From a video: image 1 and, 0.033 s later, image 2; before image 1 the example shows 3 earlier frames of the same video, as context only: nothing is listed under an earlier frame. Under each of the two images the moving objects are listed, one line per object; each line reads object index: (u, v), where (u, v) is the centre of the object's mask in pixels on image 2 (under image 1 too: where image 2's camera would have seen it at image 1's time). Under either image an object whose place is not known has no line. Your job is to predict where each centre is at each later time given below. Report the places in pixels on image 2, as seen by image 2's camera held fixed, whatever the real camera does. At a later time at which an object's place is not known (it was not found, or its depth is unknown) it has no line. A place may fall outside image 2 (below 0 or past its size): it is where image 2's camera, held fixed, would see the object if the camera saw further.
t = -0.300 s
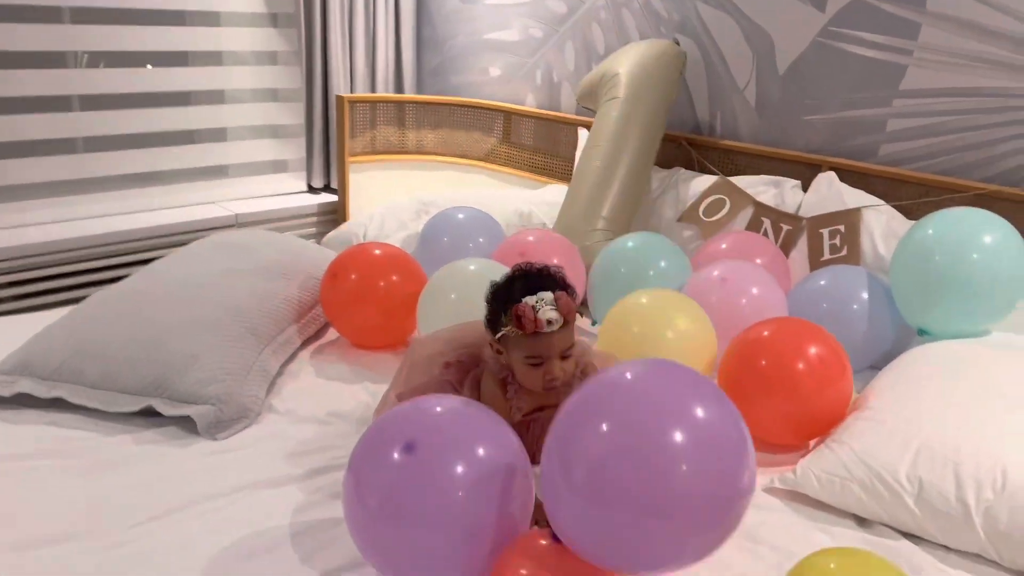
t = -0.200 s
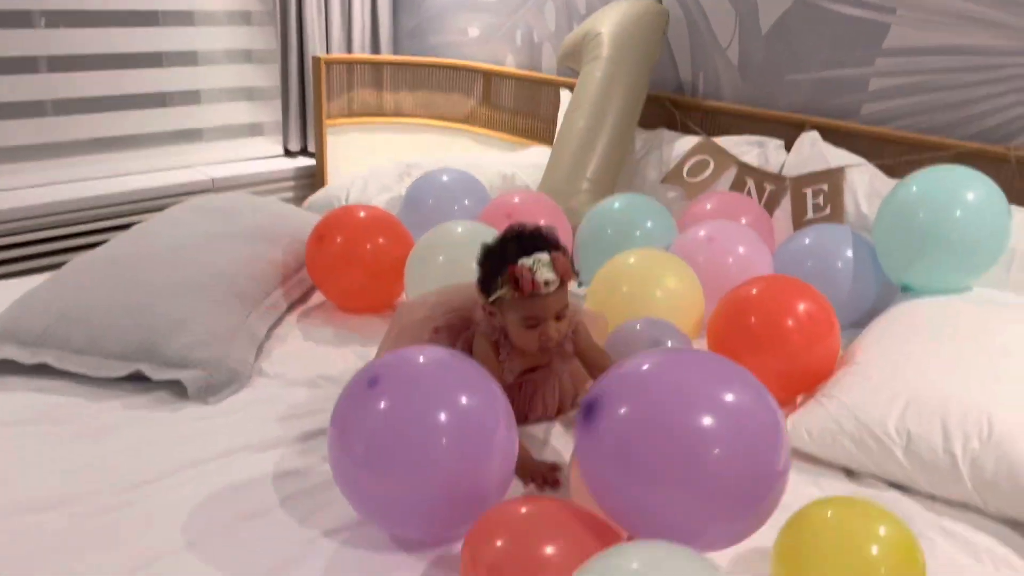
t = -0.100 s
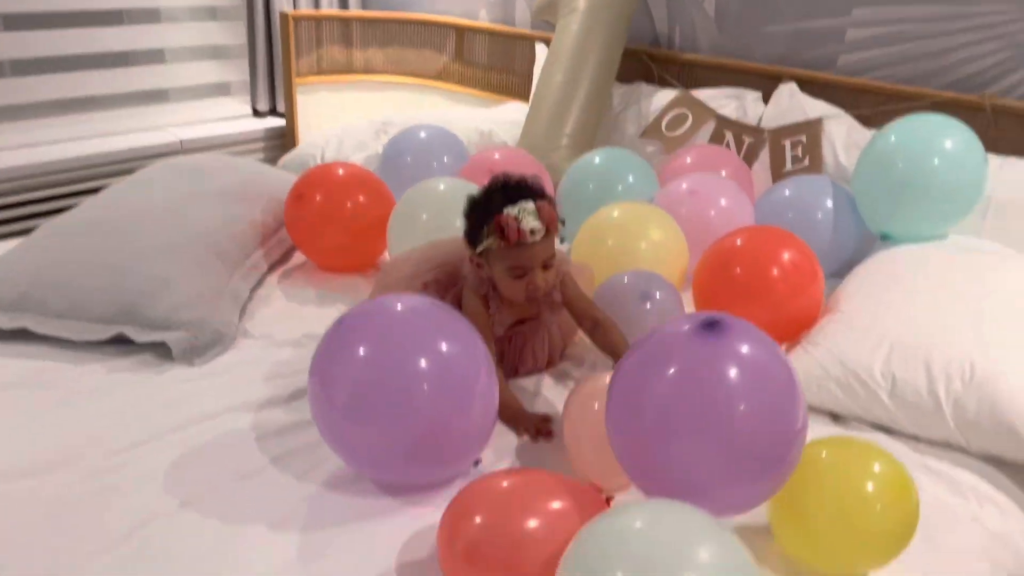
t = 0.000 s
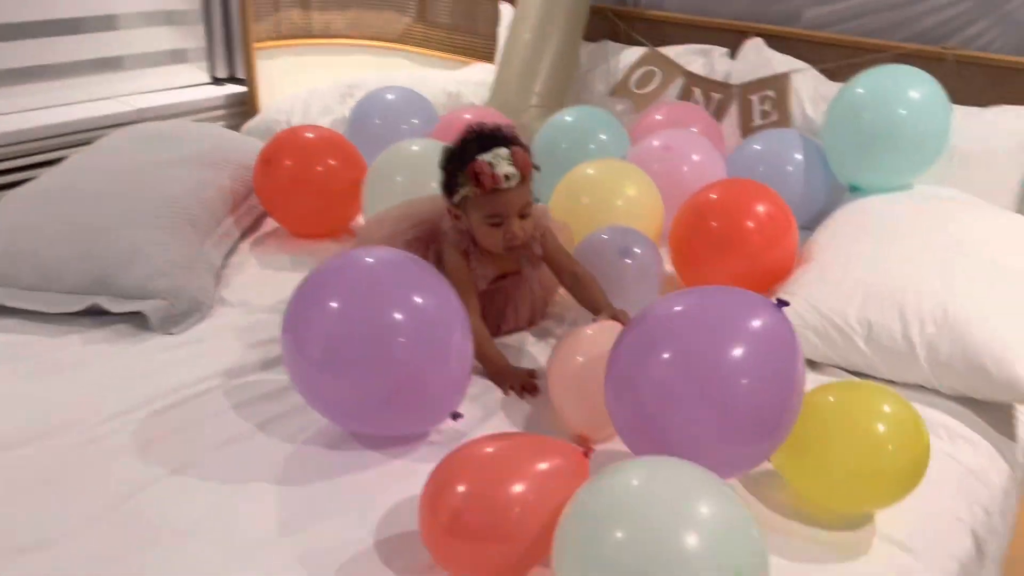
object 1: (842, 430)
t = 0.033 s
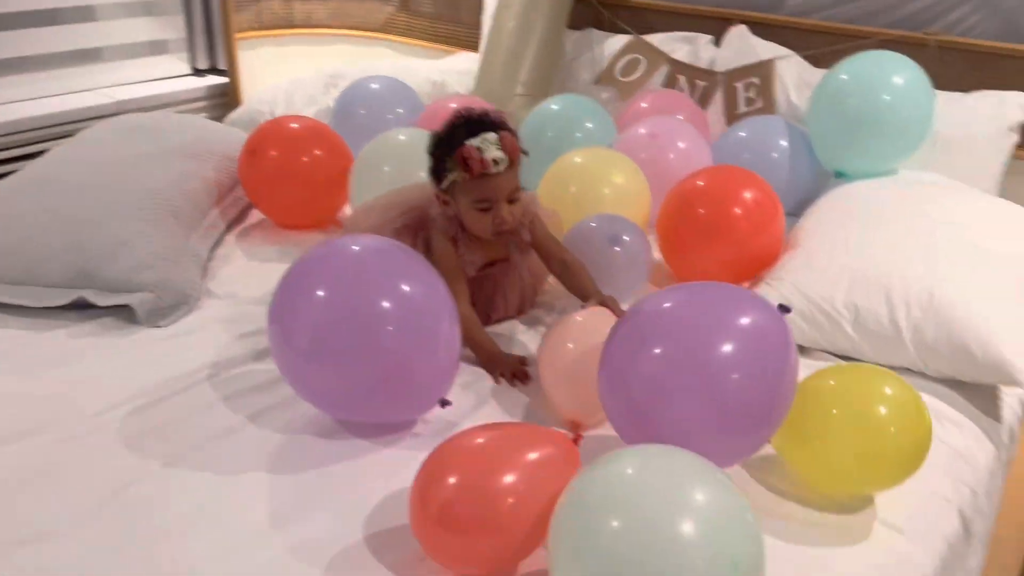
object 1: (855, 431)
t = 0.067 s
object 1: (867, 433)
